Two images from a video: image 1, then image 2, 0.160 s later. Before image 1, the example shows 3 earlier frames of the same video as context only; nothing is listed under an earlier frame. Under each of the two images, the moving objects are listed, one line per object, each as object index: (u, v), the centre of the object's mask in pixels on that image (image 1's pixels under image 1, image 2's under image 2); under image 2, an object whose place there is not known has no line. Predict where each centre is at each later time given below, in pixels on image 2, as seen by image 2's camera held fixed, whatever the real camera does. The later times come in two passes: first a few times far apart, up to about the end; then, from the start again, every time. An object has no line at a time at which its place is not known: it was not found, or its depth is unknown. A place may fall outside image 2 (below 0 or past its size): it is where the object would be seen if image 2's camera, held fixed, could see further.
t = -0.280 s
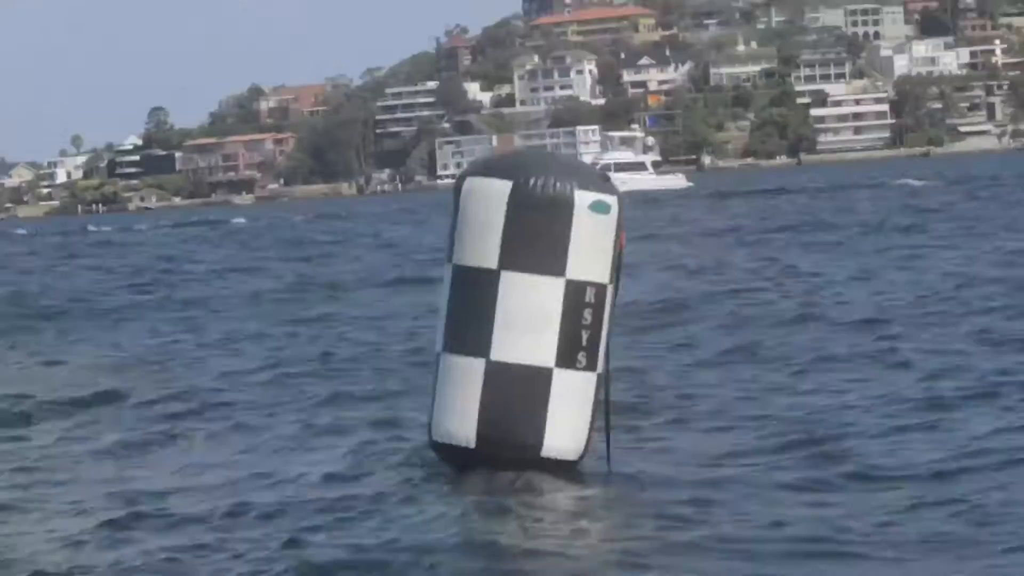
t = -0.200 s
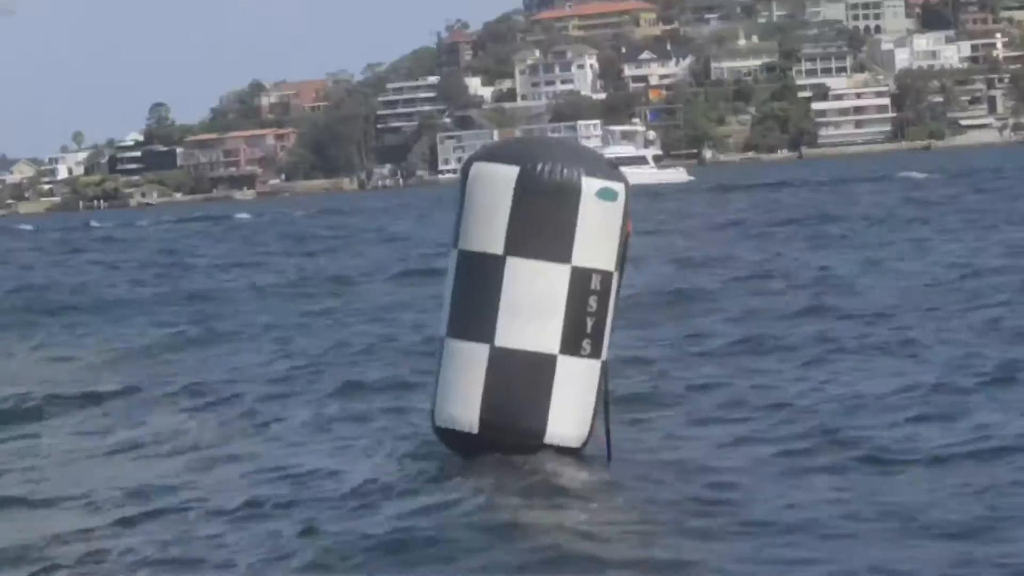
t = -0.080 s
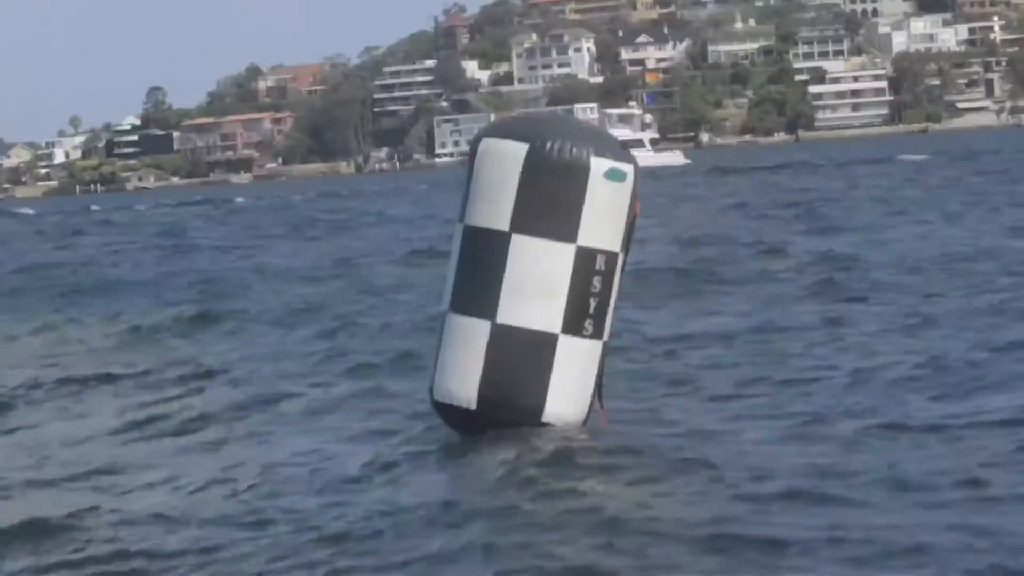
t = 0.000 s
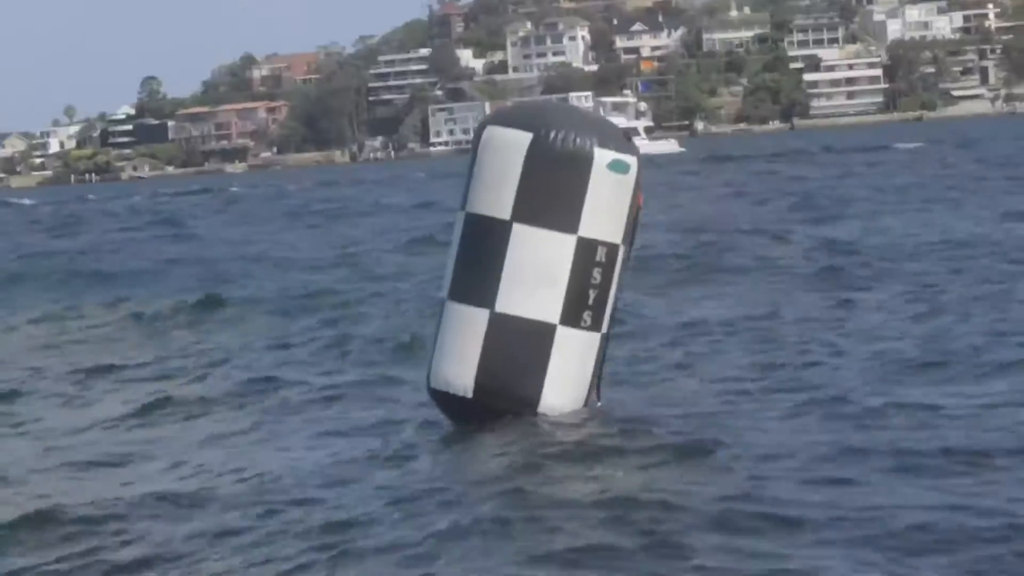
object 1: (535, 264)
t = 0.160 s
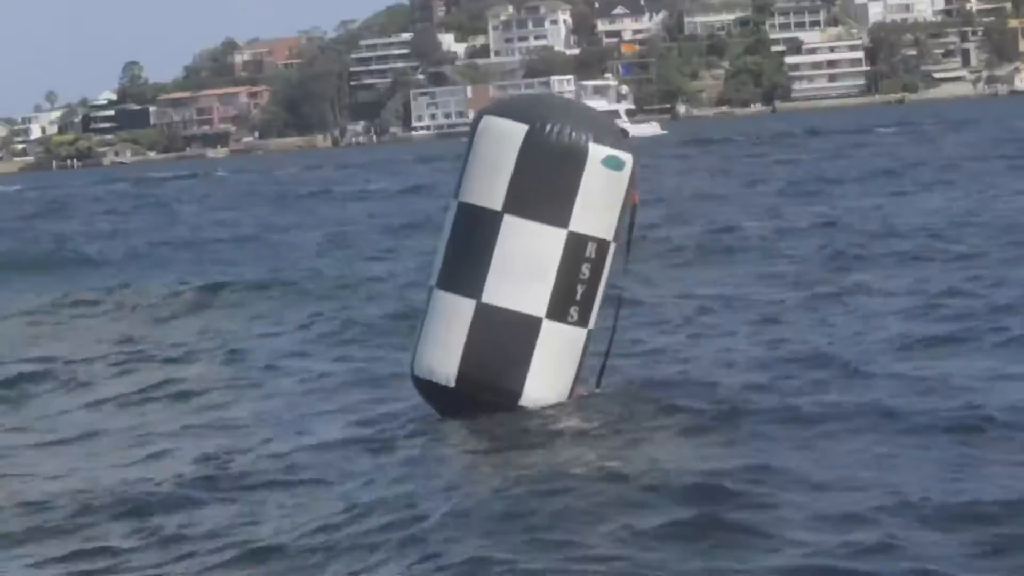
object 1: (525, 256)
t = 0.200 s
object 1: (523, 259)
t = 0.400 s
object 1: (520, 283)
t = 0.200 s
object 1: (523, 259)
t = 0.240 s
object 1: (524, 263)
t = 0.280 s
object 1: (524, 269)
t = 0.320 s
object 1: (525, 274)
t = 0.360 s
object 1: (523, 279)
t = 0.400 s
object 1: (520, 283)
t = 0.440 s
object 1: (519, 286)
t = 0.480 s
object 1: (514, 286)
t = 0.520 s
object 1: (508, 286)
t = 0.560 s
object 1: (503, 287)
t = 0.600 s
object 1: (494, 287)
